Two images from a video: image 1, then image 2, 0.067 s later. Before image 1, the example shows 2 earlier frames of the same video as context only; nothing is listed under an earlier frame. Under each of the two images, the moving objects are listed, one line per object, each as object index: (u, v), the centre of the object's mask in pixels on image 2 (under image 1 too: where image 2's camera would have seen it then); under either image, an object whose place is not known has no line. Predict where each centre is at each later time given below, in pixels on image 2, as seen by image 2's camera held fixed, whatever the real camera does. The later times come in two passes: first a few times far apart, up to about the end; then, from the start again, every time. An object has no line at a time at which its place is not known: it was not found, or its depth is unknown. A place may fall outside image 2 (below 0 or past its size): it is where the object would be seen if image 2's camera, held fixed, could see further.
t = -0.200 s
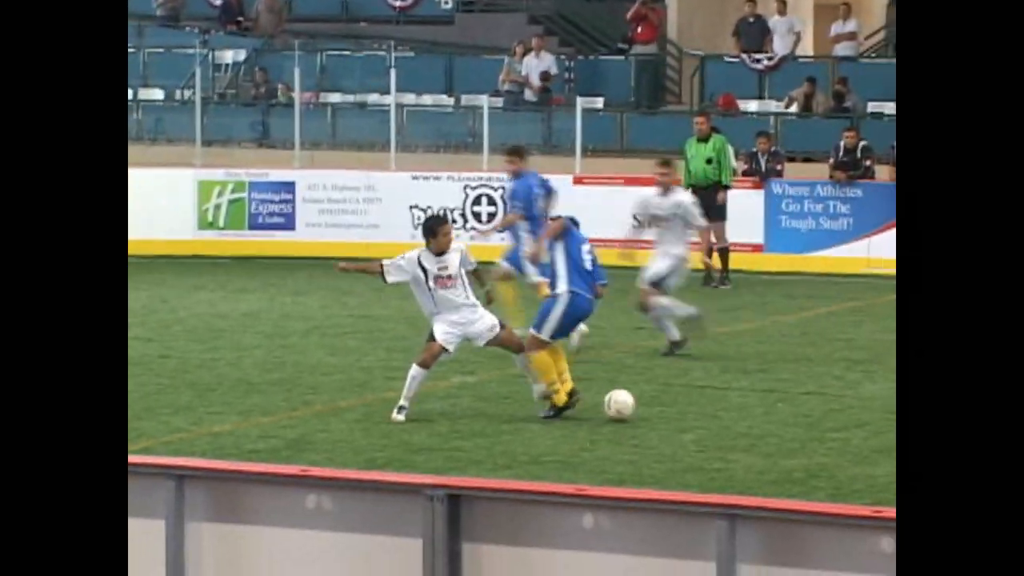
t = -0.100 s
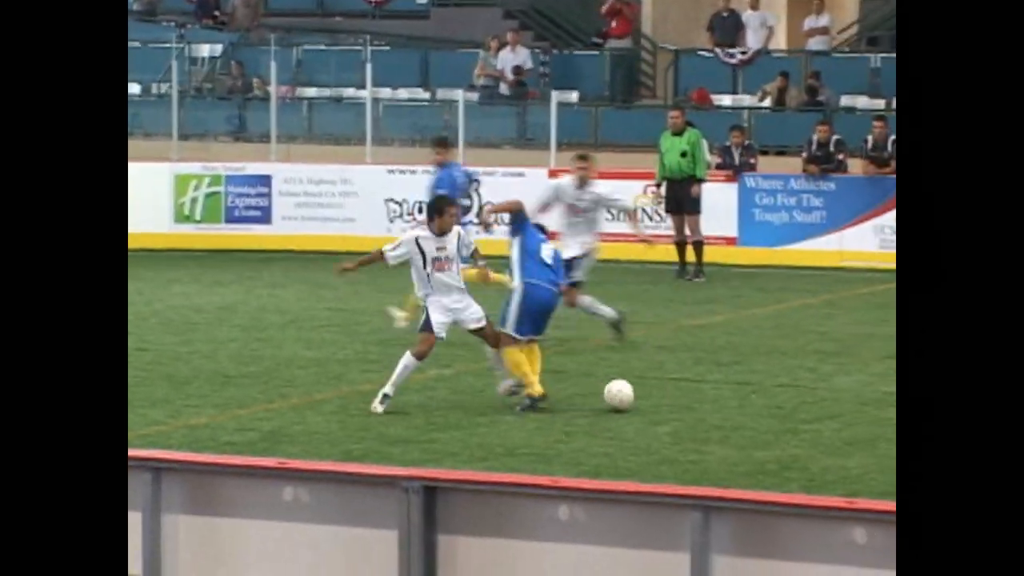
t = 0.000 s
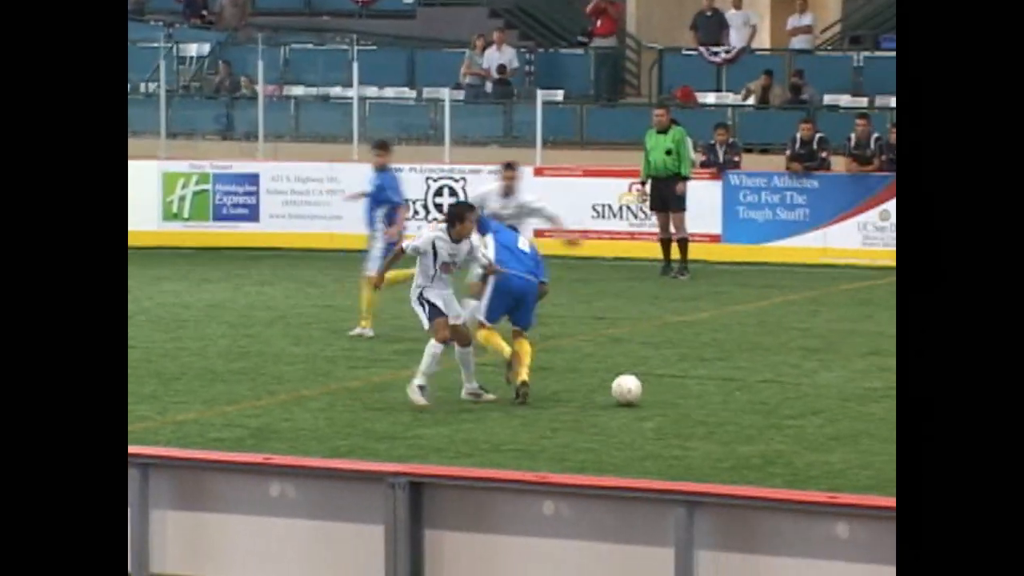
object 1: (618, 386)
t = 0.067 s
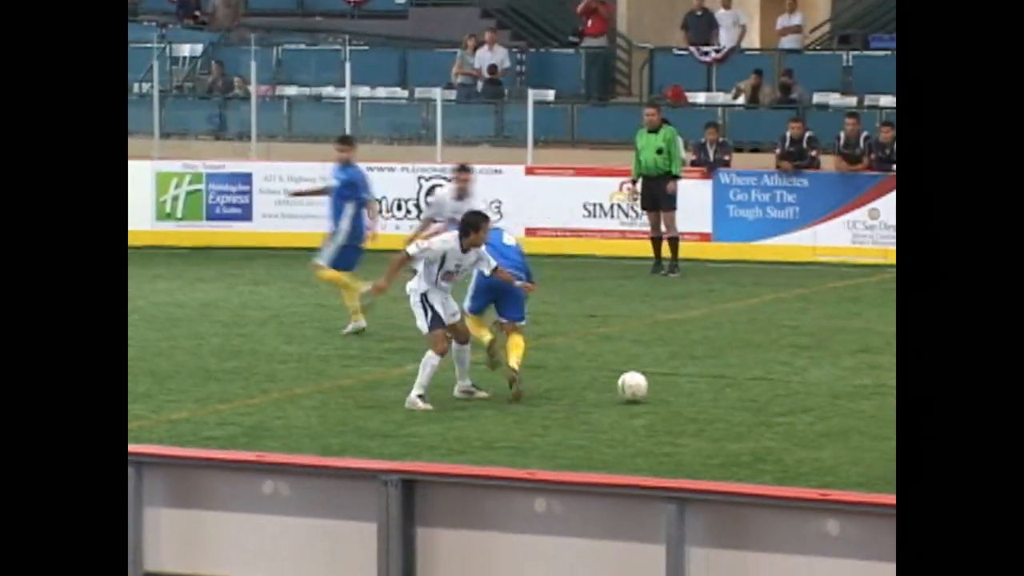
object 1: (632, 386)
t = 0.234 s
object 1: (669, 384)
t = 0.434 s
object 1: (710, 381)
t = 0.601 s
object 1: (743, 376)
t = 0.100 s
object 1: (640, 386)
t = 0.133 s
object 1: (647, 385)
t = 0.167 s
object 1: (655, 384)
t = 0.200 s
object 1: (662, 385)
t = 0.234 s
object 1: (669, 384)
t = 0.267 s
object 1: (676, 383)
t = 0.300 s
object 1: (682, 382)
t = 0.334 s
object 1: (689, 382)
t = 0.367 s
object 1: (696, 381)
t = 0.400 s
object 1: (703, 380)
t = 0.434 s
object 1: (710, 381)
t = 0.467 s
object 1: (716, 379)
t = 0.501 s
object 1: (723, 379)
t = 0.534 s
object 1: (730, 379)
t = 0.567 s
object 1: (736, 377)
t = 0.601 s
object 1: (743, 376)
